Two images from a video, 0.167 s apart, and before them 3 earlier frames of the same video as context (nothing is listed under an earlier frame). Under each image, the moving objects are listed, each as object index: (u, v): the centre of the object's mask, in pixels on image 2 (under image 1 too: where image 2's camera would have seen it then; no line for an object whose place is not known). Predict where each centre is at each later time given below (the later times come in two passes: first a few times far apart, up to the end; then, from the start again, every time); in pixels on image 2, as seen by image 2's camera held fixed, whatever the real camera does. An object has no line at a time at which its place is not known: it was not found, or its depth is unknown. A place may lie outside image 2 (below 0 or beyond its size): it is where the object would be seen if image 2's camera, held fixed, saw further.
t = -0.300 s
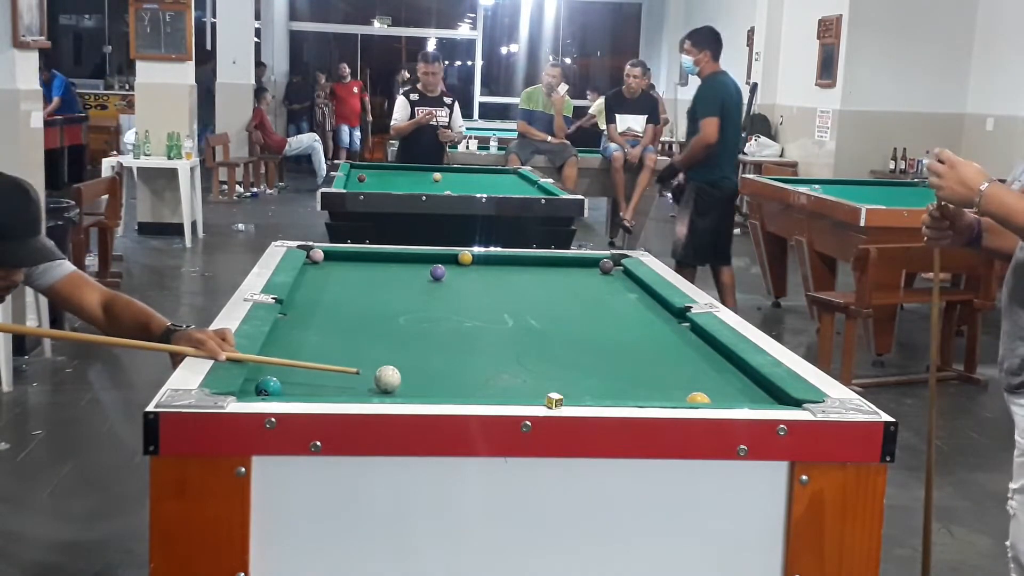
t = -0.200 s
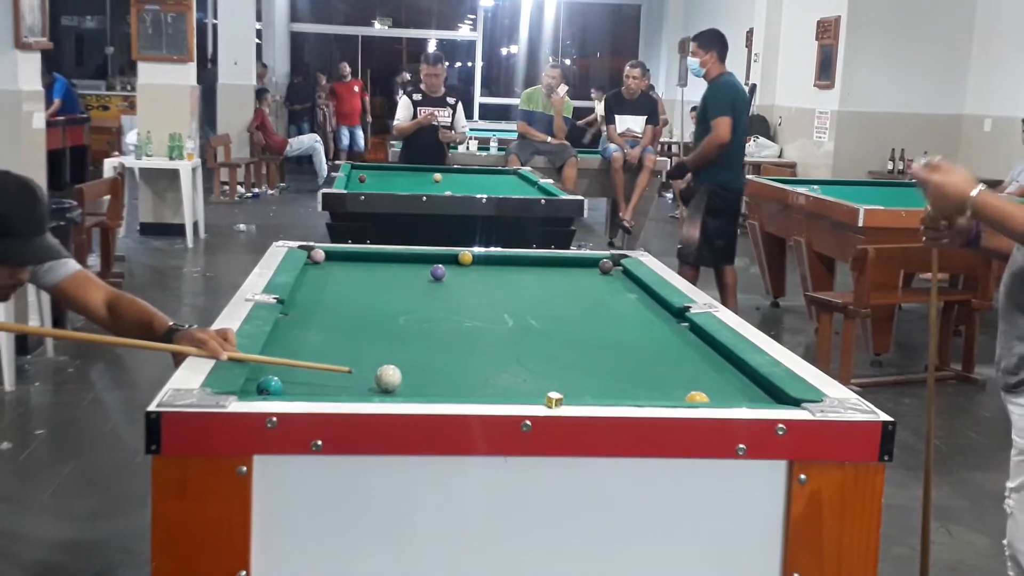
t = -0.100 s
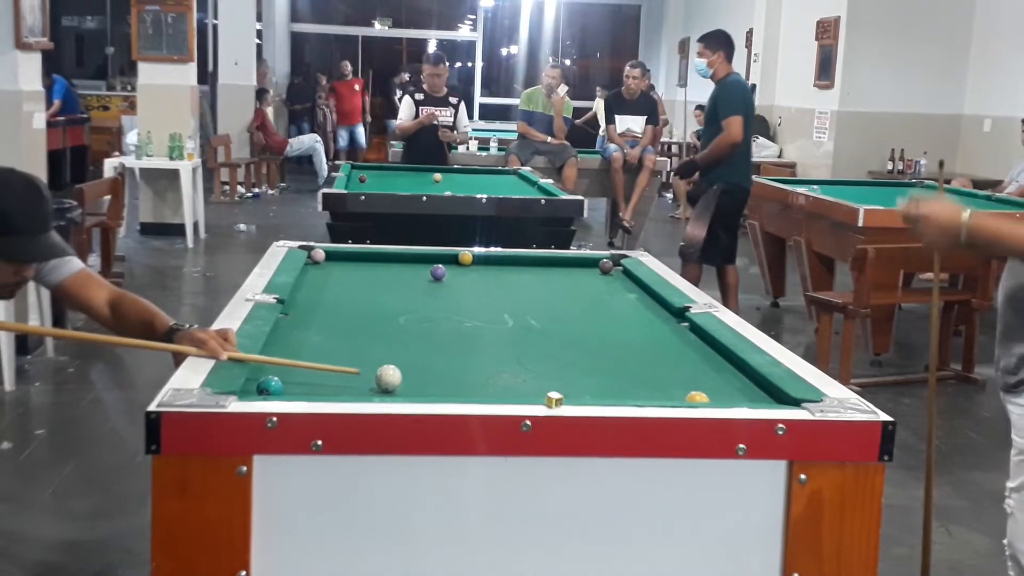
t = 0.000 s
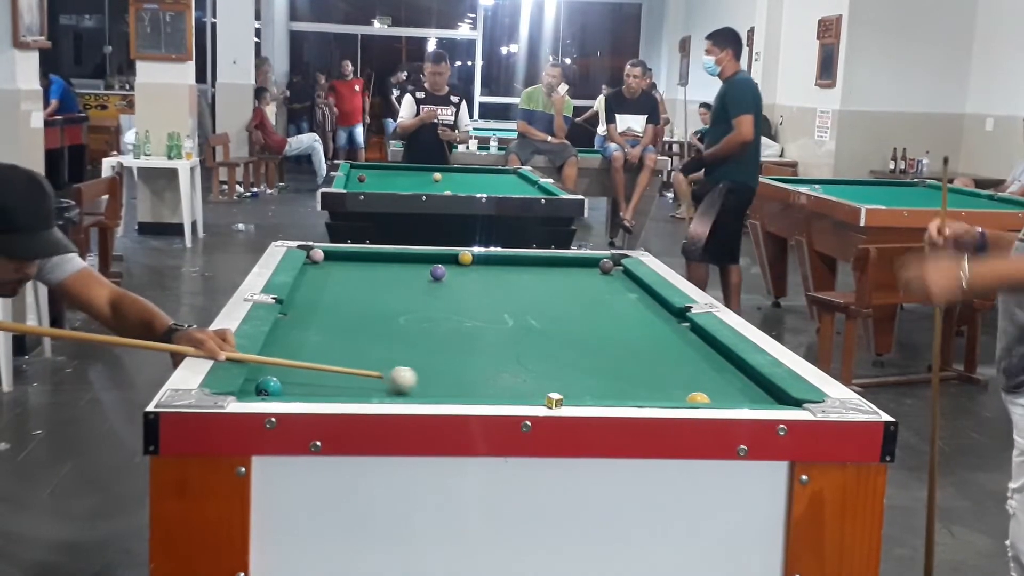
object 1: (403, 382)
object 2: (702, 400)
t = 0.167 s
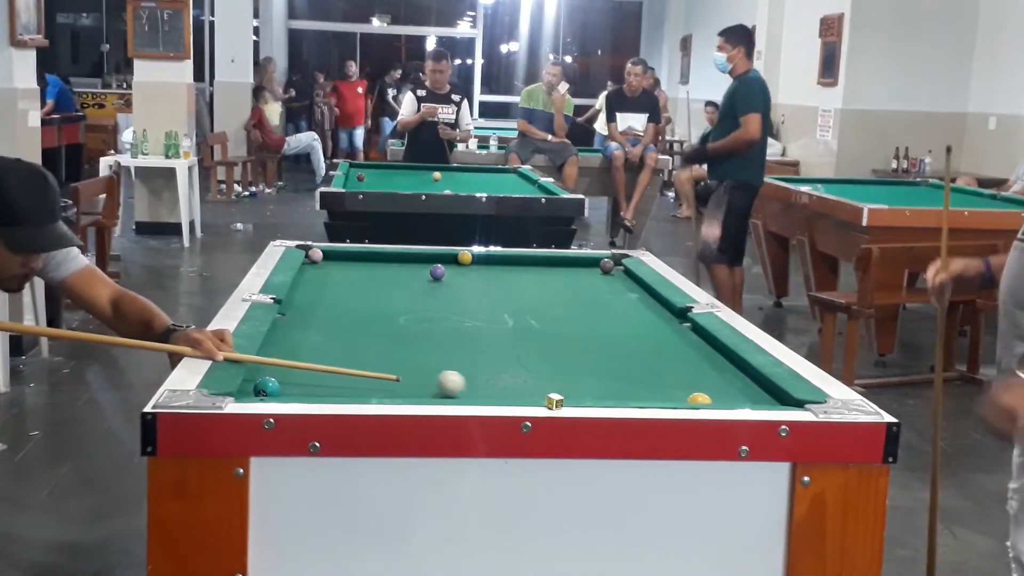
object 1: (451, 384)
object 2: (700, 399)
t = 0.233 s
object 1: (469, 385)
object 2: (700, 399)
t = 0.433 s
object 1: (527, 388)
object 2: (700, 399)
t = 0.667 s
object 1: (591, 392)
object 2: (700, 399)
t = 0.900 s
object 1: (654, 395)
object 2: (700, 399)
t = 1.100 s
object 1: (684, 397)
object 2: (723, 400)
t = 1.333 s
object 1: (700, 398)
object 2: (753, 400)
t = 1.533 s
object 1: (709, 398)
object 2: (776, 399)
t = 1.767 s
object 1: (717, 398)
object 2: (772, 399)
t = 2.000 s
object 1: (720, 398)
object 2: (753, 398)
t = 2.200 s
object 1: (721, 398)
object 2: (742, 397)
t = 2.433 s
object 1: (718, 398)
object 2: (736, 396)
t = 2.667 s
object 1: (718, 398)
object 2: (733, 395)
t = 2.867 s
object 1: (718, 398)
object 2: (733, 394)
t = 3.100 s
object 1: (718, 398)
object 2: (733, 394)
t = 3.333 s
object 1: (718, 398)
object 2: (733, 394)
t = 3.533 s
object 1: (718, 398)
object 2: (733, 394)
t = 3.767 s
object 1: (718, 398)
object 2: (733, 394)
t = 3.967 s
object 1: (718, 398)
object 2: (733, 394)
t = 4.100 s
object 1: (718, 398)
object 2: (733, 394)
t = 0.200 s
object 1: (460, 385)
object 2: (699, 399)
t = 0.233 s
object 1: (469, 385)
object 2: (700, 399)
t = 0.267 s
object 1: (479, 386)
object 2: (700, 399)
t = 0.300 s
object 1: (489, 386)
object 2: (700, 399)
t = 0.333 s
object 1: (498, 387)
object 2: (700, 399)
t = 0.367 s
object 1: (507, 388)
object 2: (700, 399)
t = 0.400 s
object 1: (517, 388)
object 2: (700, 399)
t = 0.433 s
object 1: (527, 388)
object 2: (700, 399)
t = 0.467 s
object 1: (536, 389)
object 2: (700, 399)
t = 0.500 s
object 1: (544, 388)
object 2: (700, 399)
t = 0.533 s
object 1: (554, 388)
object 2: (700, 399)
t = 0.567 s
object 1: (565, 389)
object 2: (700, 399)
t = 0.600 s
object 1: (573, 391)
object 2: (700, 399)
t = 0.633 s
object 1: (582, 392)
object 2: (700, 399)
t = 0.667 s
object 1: (591, 392)
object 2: (700, 399)
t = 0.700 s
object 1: (600, 392)
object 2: (700, 399)
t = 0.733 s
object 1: (609, 393)
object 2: (700, 399)
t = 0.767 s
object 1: (618, 393)
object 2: (700, 399)
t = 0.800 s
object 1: (627, 394)
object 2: (700, 399)
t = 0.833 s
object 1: (636, 395)
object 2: (700, 399)
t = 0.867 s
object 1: (645, 395)
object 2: (700, 399)
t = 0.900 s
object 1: (654, 395)
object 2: (700, 399)
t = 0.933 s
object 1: (663, 396)
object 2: (700, 399)
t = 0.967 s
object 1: (671, 396)
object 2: (700, 399)
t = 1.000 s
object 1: (675, 397)
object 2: (707, 399)
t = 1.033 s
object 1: (678, 397)
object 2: (713, 400)
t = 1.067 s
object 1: (681, 397)
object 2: (718, 400)
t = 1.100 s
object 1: (684, 397)
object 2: (723, 400)
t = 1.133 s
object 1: (687, 398)
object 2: (728, 399)
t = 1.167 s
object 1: (690, 398)
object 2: (733, 400)
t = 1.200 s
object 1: (692, 398)
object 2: (737, 400)
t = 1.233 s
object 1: (695, 398)
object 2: (741, 400)
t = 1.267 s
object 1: (697, 398)
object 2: (745, 400)
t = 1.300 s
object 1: (699, 398)
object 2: (749, 400)
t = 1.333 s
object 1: (700, 398)
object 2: (753, 400)
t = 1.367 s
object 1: (702, 398)
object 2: (757, 400)
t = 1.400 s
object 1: (703, 398)
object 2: (761, 399)
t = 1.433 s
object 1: (705, 398)
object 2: (765, 399)
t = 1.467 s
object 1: (706, 398)
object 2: (769, 399)
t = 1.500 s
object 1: (708, 398)
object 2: (773, 399)
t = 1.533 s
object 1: (709, 398)
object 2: (776, 399)
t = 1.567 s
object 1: (710, 398)
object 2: (779, 399)
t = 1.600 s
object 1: (712, 398)
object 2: (783, 399)
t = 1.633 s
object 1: (713, 398)
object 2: (784, 399)
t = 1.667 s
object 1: (714, 398)
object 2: (781, 399)
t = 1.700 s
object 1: (715, 398)
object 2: (778, 399)
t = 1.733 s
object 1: (716, 398)
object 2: (775, 399)
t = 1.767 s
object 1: (717, 398)
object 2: (772, 399)
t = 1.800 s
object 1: (717, 398)
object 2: (769, 399)
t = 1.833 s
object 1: (718, 398)
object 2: (767, 398)
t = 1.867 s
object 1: (719, 398)
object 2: (764, 398)
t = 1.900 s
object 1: (719, 398)
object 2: (761, 398)
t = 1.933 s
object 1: (720, 398)
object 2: (758, 398)
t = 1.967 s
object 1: (720, 398)
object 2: (755, 398)
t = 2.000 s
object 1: (720, 398)
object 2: (753, 398)
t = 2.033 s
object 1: (720, 398)
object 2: (750, 397)
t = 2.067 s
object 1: (721, 398)
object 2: (748, 397)
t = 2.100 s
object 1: (721, 398)
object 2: (746, 397)
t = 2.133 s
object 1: (721, 398)
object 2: (744, 397)
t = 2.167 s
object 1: (721, 398)
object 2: (743, 397)
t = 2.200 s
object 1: (721, 398)
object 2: (742, 397)
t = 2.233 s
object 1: (721, 398)
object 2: (740, 397)
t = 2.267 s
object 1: (720, 398)
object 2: (740, 396)
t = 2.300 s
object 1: (720, 398)
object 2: (739, 396)
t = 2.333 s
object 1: (720, 398)
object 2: (738, 396)
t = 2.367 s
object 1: (719, 398)
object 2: (737, 396)
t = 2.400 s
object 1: (719, 398)
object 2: (736, 396)
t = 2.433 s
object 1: (718, 398)
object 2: (736, 396)
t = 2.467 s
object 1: (718, 398)
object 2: (736, 395)
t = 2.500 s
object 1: (718, 398)
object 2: (735, 395)
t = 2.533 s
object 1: (718, 398)
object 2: (734, 395)
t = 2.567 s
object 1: (718, 398)
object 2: (734, 395)
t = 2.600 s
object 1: (718, 398)
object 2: (734, 395)
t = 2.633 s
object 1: (718, 398)
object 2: (734, 395)
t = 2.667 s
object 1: (718, 398)
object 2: (733, 395)
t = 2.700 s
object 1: (718, 398)
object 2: (733, 395)
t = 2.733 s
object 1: (718, 398)
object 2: (733, 394)
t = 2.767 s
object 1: (718, 398)
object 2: (733, 394)
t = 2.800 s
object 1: (718, 398)
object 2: (732, 395)
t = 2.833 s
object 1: (718, 398)
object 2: (733, 394)
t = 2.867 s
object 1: (718, 398)
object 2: (733, 394)
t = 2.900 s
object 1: (718, 398)
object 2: (733, 394)
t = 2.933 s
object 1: (718, 398)
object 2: (733, 394)
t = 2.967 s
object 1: (718, 398)
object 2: (733, 394)
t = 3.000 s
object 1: (718, 398)
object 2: (733, 394)
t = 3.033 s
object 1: (718, 398)
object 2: (733, 394)
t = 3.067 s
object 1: (718, 398)
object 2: (733, 394)
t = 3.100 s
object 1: (718, 398)
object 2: (733, 394)
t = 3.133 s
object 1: (718, 398)
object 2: (733, 394)
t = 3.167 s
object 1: (718, 398)
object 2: (733, 394)
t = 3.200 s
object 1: (718, 398)
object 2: (733, 394)
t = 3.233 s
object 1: (718, 398)
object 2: (733, 394)
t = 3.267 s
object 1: (718, 398)
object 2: (733, 394)
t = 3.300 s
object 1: (718, 398)
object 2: (733, 394)
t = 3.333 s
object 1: (718, 398)
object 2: (733, 394)
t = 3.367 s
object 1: (718, 398)
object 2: (733, 394)
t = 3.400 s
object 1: (718, 398)
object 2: (733, 394)
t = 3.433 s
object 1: (718, 398)
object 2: (733, 394)
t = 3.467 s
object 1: (718, 398)
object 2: (733, 394)
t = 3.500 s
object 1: (718, 398)
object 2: (733, 394)
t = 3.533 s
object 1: (718, 398)
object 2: (733, 394)
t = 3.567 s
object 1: (718, 398)
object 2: (733, 394)
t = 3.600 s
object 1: (718, 398)
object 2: (733, 394)
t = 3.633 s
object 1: (718, 398)
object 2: (733, 394)
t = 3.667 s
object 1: (718, 398)
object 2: (733, 394)
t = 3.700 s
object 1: (719, 398)
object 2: (733, 394)
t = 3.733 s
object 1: (719, 398)
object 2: (733, 394)
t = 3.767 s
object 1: (718, 398)
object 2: (733, 394)
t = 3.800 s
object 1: (718, 398)
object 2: (733, 394)
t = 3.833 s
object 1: (718, 398)
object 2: (733, 394)
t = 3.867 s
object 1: (718, 398)
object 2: (733, 394)
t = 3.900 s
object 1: (718, 398)
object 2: (733, 394)
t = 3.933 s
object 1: (718, 398)
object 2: (733, 394)
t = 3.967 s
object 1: (718, 398)
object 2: (733, 394)
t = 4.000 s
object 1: (718, 398)
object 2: (733, 394)
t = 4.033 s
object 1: (718, 398)
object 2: (733, 394)
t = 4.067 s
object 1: (718, 398)
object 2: (733, 394)
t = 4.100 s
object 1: (718, 398)
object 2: (733, 394)
